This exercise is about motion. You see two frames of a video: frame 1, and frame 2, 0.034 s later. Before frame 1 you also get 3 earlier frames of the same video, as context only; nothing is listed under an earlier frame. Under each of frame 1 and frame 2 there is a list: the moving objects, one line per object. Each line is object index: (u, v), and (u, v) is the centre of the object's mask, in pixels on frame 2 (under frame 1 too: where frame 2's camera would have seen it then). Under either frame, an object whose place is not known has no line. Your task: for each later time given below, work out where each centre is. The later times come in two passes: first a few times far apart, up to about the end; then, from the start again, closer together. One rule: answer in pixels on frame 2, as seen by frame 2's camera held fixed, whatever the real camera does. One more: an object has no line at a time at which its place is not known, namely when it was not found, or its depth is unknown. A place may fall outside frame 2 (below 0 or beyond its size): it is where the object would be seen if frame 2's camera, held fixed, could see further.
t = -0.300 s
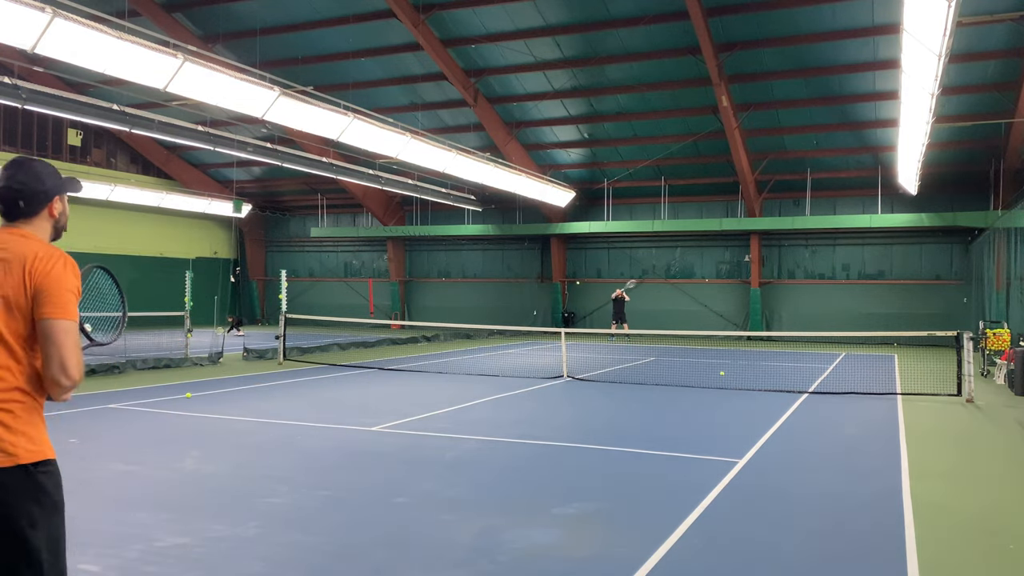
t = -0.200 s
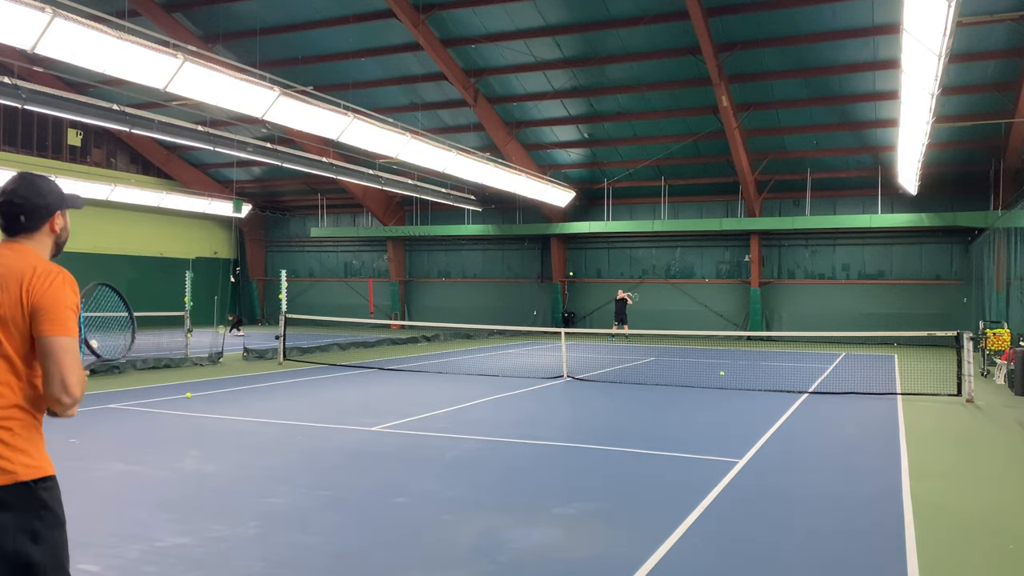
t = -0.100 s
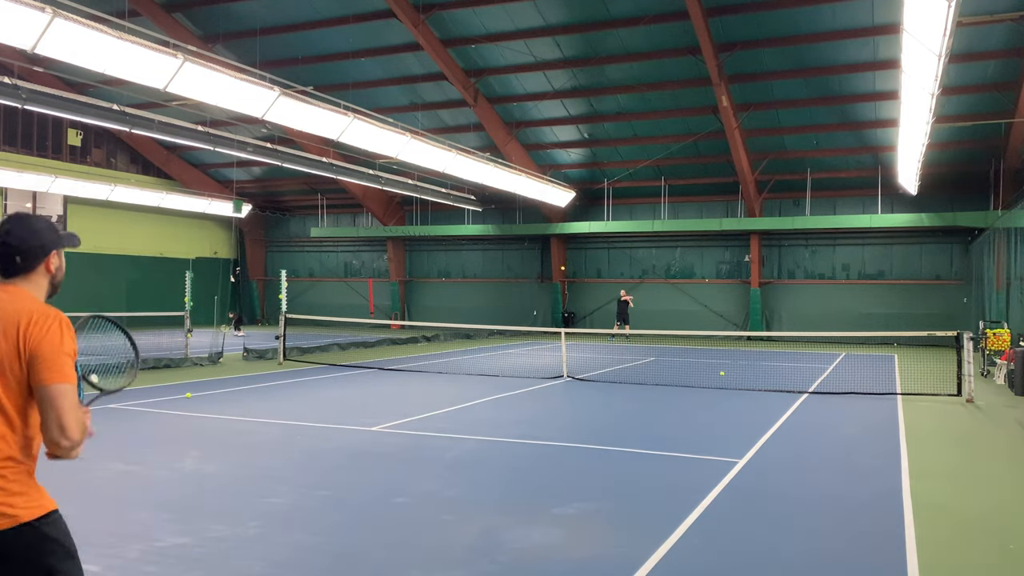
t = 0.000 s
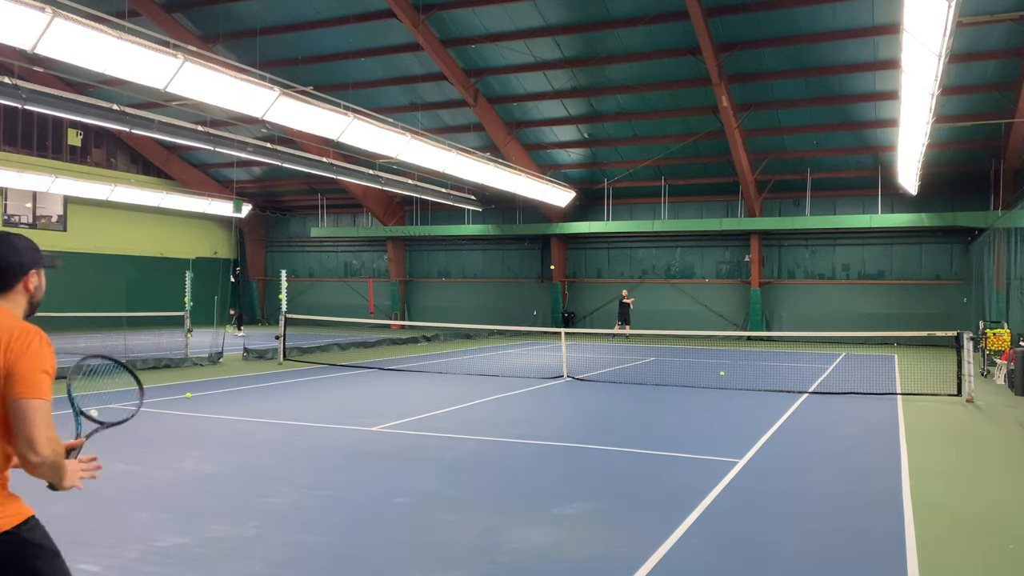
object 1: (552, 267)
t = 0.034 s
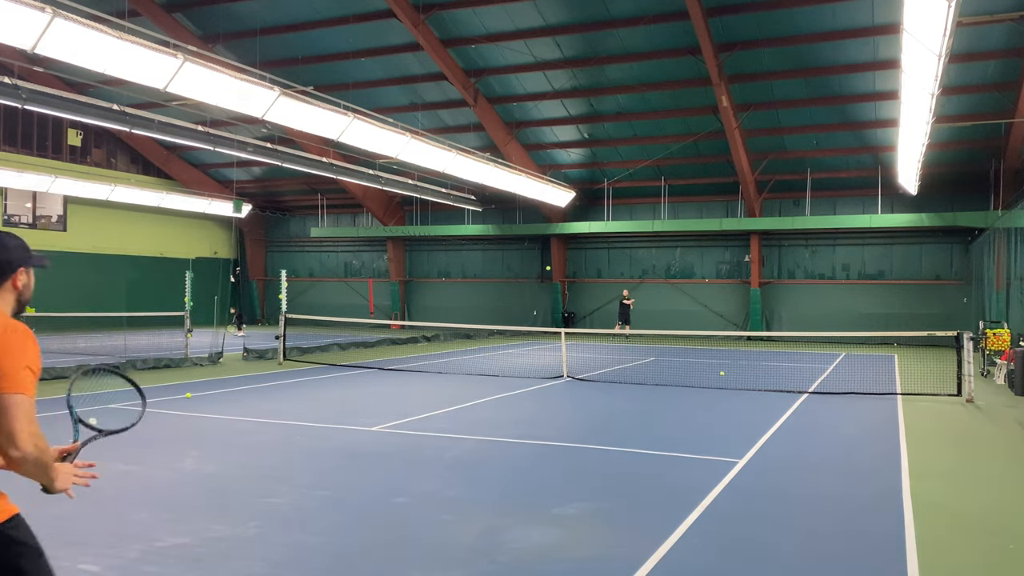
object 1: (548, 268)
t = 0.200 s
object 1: (521, 285)
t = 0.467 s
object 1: (440, 393)
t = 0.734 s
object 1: (315, 388)
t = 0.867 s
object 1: (212, 360)
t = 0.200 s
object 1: (521, 285)
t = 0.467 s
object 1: (440, 393)
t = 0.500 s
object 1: (423, 420)
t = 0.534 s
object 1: (405, 452)
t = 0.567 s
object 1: (393, 443)
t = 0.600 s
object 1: (380, 431)
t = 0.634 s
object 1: (366, 419)
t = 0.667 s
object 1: (351, 408)
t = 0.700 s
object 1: (334, 397)
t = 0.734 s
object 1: (315, 388)
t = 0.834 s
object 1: (243, 365)
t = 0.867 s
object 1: (212, 360)
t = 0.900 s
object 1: (176, 357)
